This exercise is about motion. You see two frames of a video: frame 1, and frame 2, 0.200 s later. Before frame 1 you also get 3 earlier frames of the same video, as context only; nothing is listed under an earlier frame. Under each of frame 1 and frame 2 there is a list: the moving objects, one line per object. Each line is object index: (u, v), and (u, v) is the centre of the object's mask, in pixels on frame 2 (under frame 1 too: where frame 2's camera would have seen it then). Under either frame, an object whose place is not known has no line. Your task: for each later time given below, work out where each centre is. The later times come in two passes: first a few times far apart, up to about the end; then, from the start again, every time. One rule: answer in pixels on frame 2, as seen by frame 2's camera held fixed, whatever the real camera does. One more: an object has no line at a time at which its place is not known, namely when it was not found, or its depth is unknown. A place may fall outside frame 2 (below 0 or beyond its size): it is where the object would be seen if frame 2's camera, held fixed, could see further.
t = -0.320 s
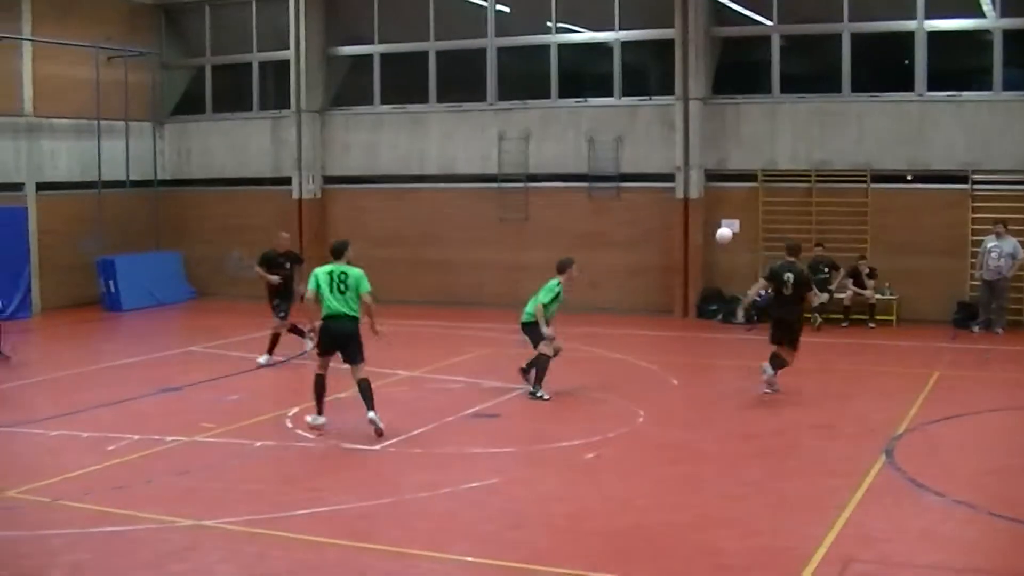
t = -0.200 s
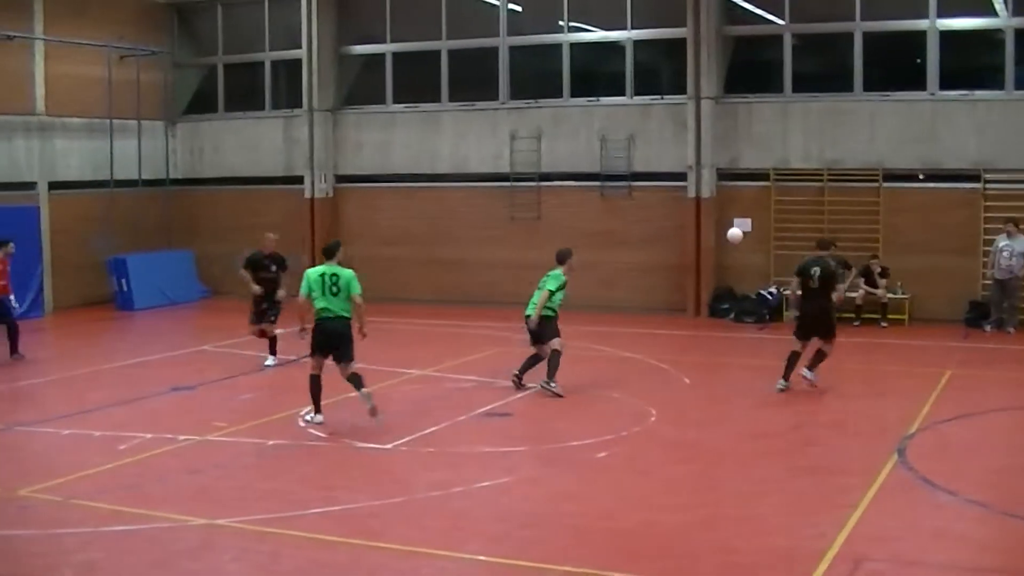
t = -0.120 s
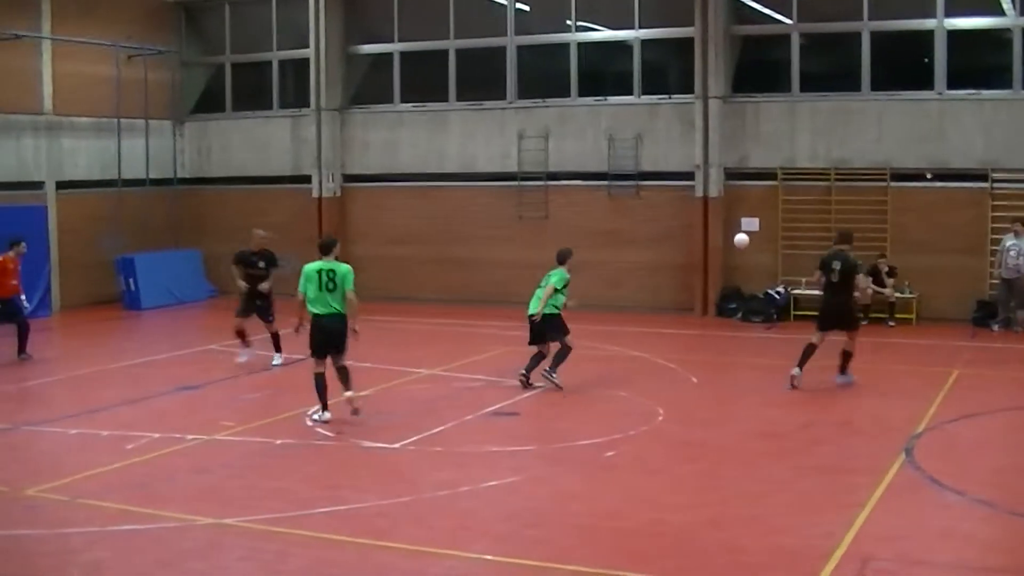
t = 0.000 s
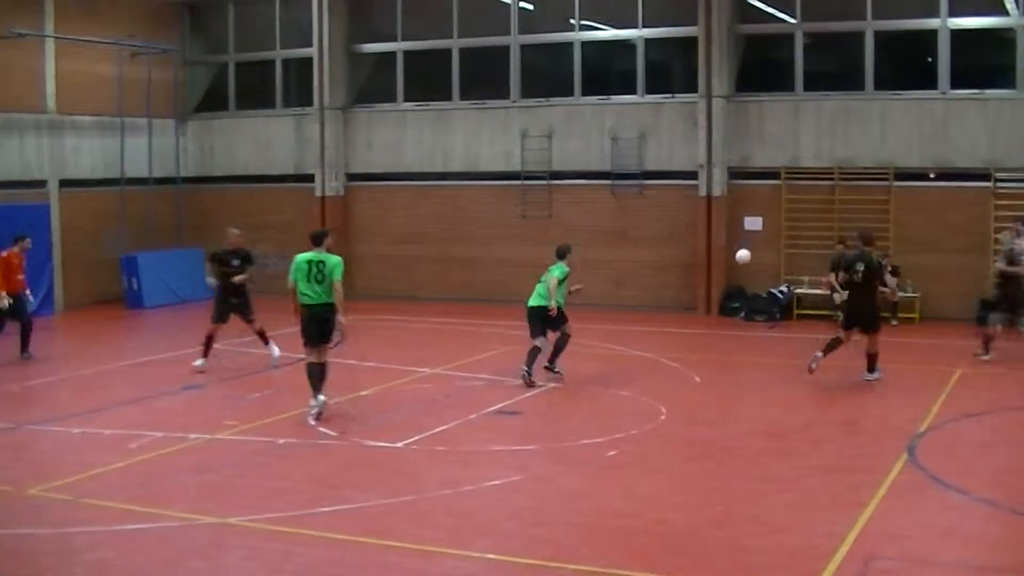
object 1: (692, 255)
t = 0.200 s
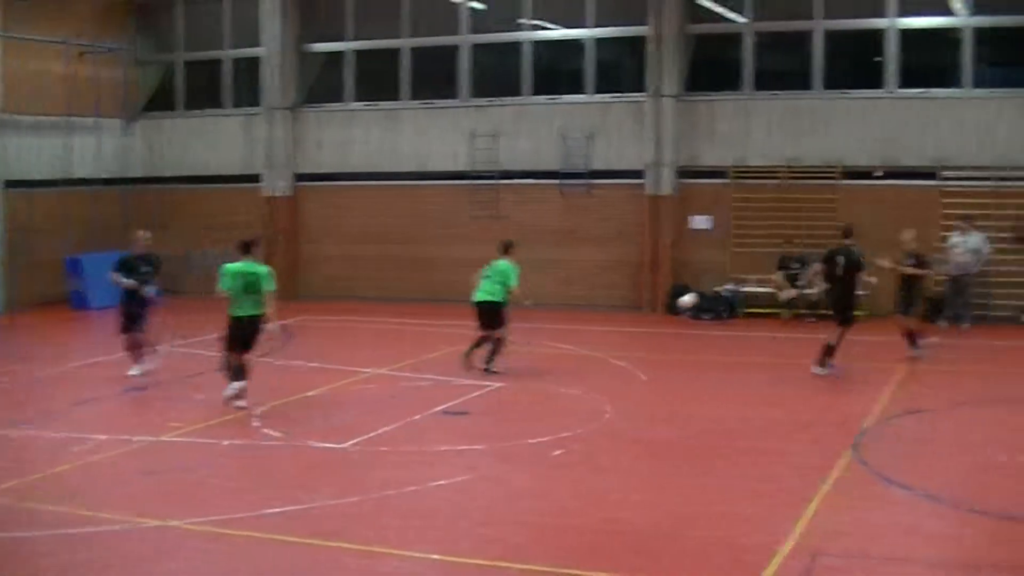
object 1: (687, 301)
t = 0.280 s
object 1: (686, 323)
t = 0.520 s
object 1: (656, 296)
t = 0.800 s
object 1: (622, 304)
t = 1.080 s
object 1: (589, 304)
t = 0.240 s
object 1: (688, 311)
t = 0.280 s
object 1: (686, 323)
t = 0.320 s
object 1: (682, 321)
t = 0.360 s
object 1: (676, 314)
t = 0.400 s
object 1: (672, 308)
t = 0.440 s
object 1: (667, 303)
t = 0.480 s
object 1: (661, 299)
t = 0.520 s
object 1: (656, 296)
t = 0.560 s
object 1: (652, 294)
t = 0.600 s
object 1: (646, 293)
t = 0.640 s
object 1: (642, 293)
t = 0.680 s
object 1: (636, 294)
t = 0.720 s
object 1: (632, 297)
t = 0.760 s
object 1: (627, 300)
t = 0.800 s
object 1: (622, 304)
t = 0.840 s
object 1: (618, 308)
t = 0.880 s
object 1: (613, 314)
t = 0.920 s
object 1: (608, 313)
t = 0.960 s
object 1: (603, 308)
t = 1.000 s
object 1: (599, 307)
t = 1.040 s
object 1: (594, 305)
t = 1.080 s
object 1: (589, 304)
